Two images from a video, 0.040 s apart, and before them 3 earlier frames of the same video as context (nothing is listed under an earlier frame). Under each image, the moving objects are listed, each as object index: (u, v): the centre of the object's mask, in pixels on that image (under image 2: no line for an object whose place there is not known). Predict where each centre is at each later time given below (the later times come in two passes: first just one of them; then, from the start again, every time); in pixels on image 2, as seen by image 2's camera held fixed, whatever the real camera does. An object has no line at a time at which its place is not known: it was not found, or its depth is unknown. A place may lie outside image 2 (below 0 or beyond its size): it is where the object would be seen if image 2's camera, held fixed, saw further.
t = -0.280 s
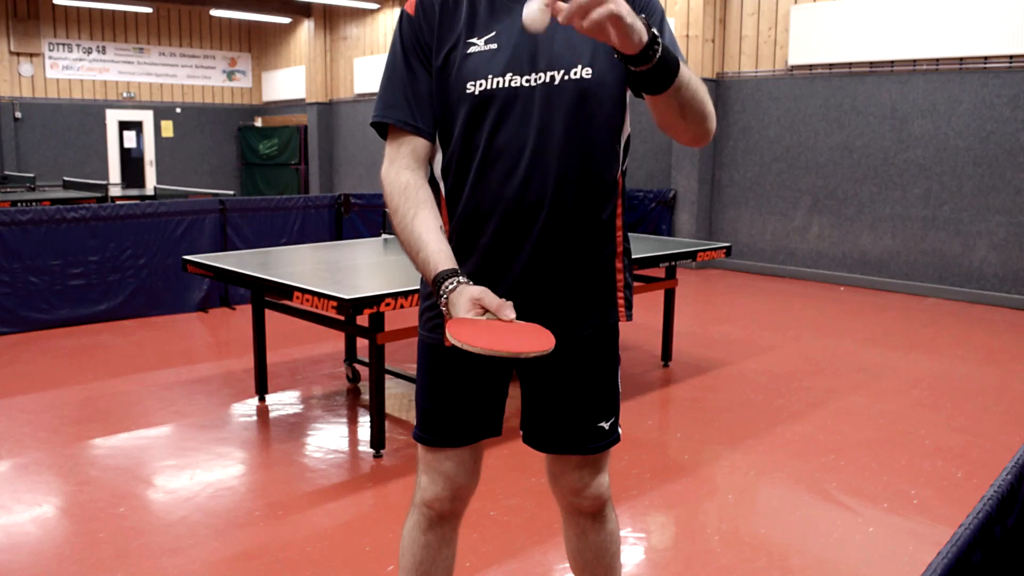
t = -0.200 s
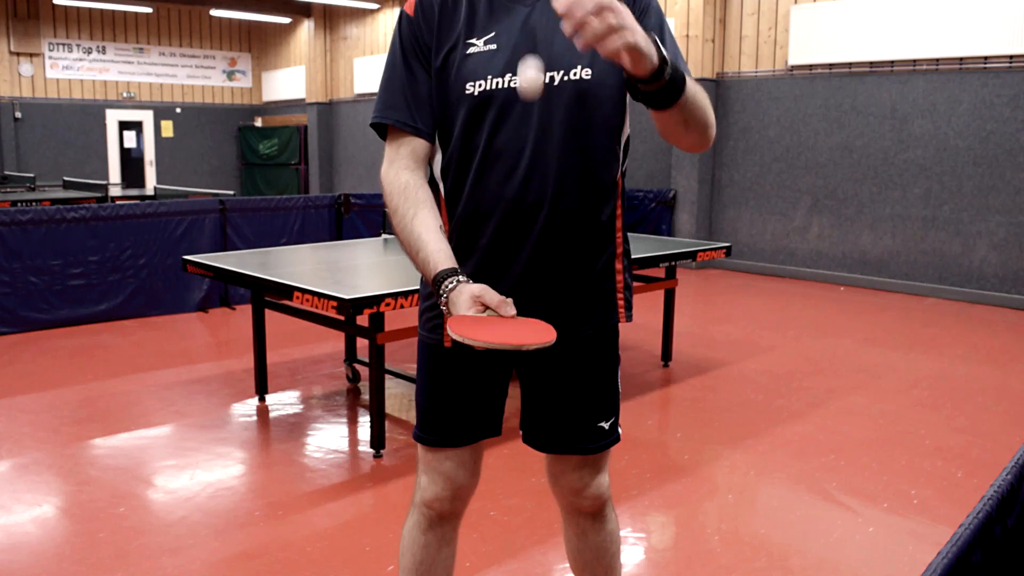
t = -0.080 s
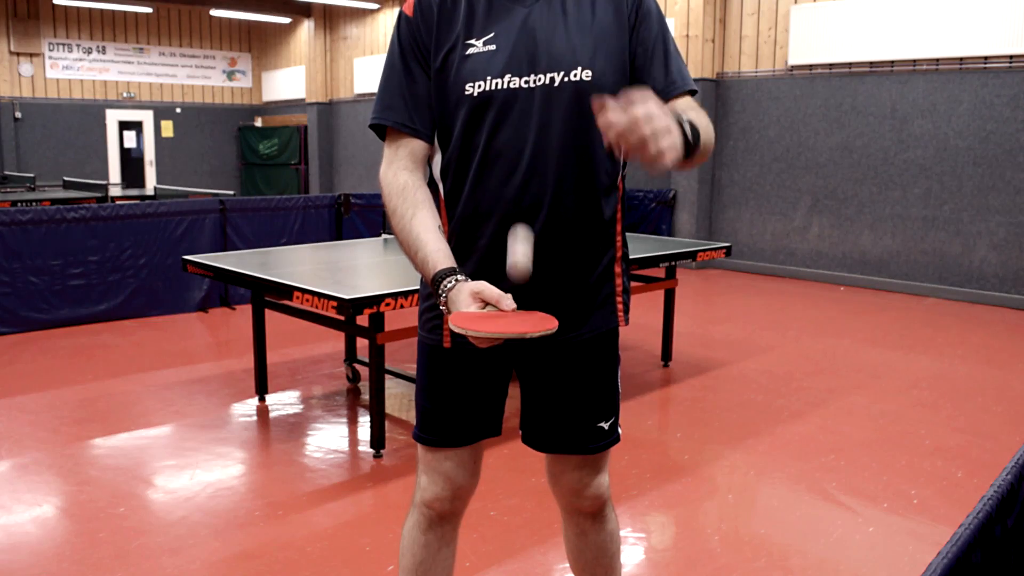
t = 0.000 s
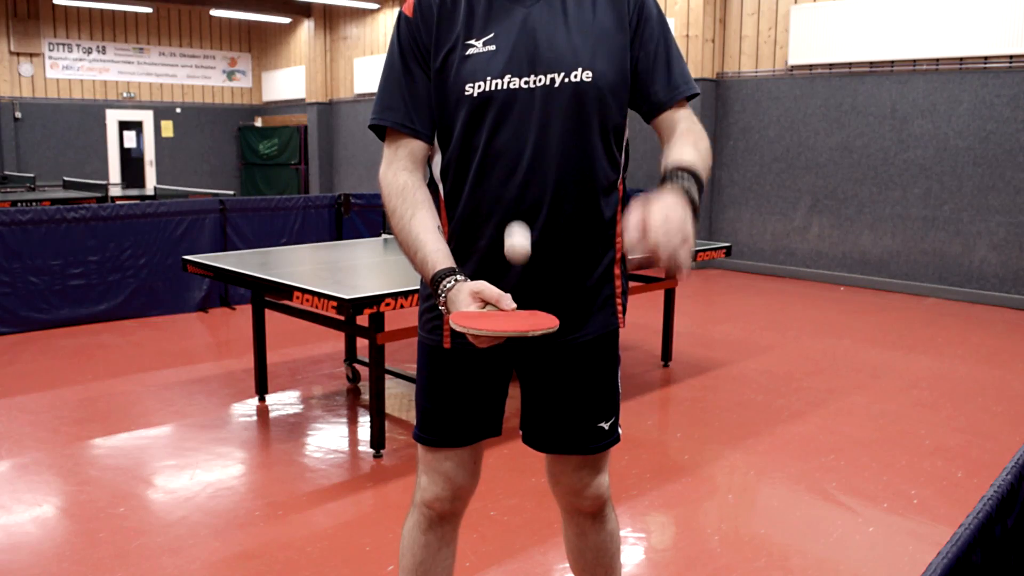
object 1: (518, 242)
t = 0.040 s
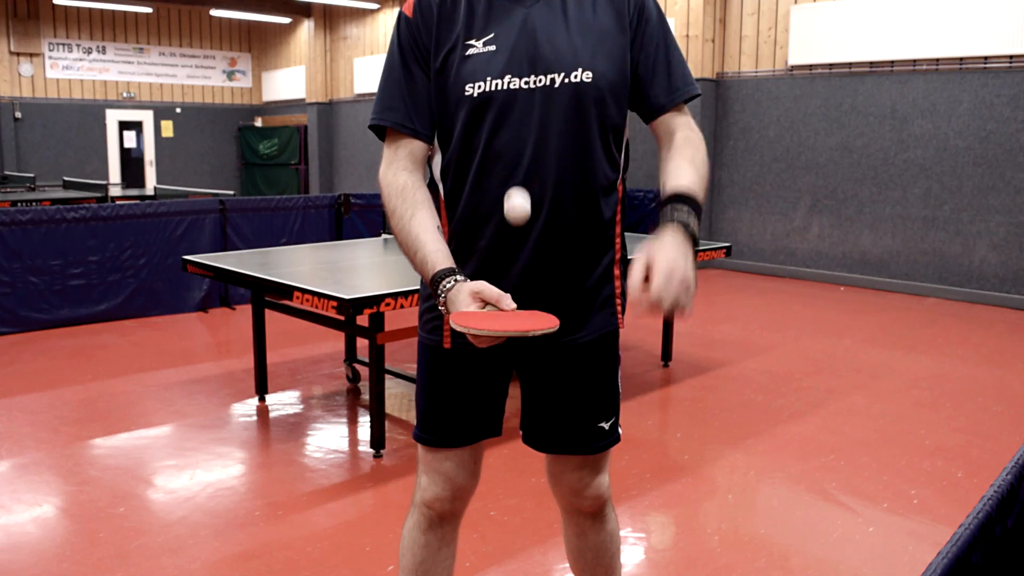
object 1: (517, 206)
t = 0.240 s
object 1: (514, 177)
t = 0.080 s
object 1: (517, 179)
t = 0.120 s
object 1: (516, 163)
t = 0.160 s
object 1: (516, 157)
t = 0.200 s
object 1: (515, 162)
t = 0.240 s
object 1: (514, 177)
